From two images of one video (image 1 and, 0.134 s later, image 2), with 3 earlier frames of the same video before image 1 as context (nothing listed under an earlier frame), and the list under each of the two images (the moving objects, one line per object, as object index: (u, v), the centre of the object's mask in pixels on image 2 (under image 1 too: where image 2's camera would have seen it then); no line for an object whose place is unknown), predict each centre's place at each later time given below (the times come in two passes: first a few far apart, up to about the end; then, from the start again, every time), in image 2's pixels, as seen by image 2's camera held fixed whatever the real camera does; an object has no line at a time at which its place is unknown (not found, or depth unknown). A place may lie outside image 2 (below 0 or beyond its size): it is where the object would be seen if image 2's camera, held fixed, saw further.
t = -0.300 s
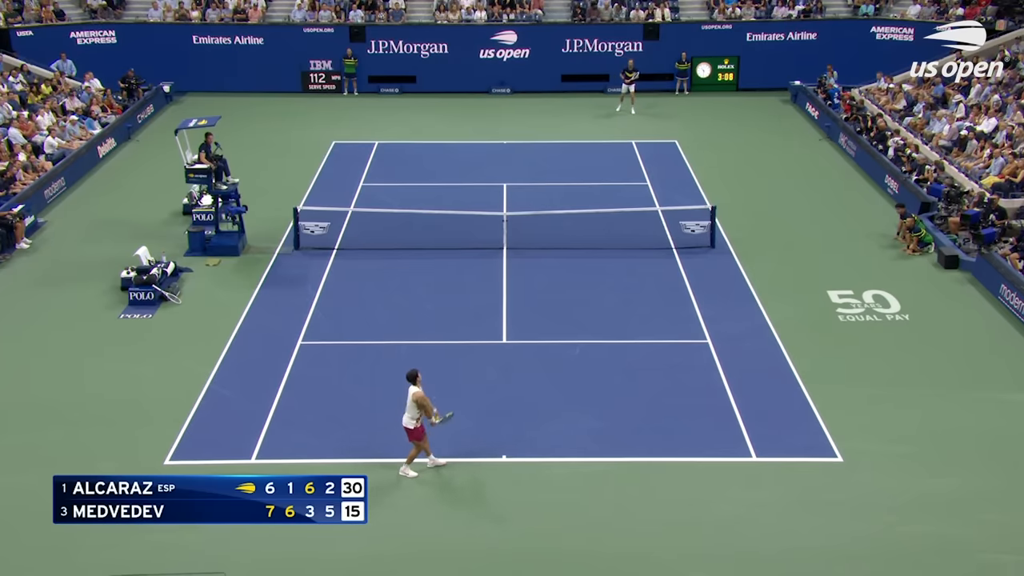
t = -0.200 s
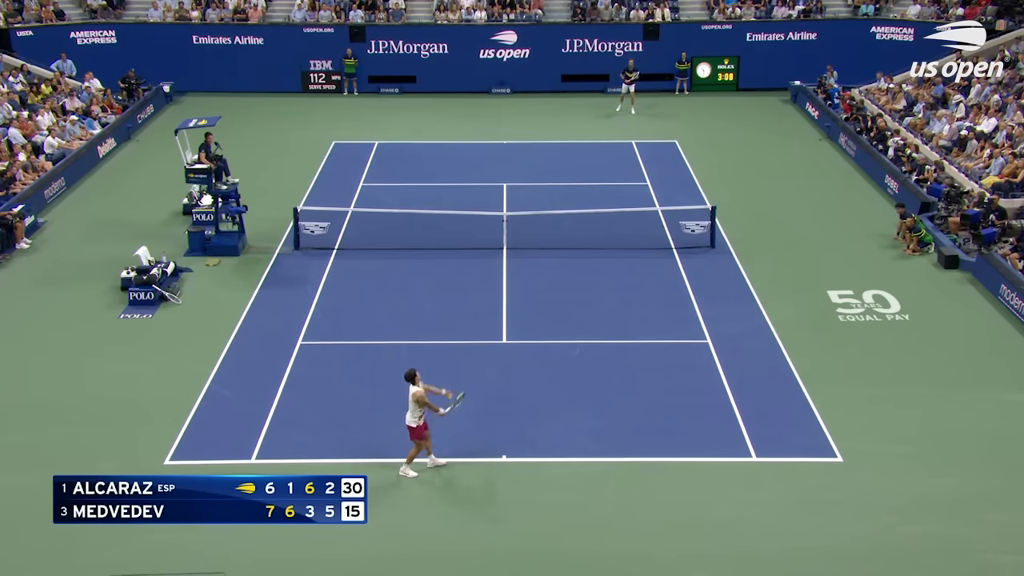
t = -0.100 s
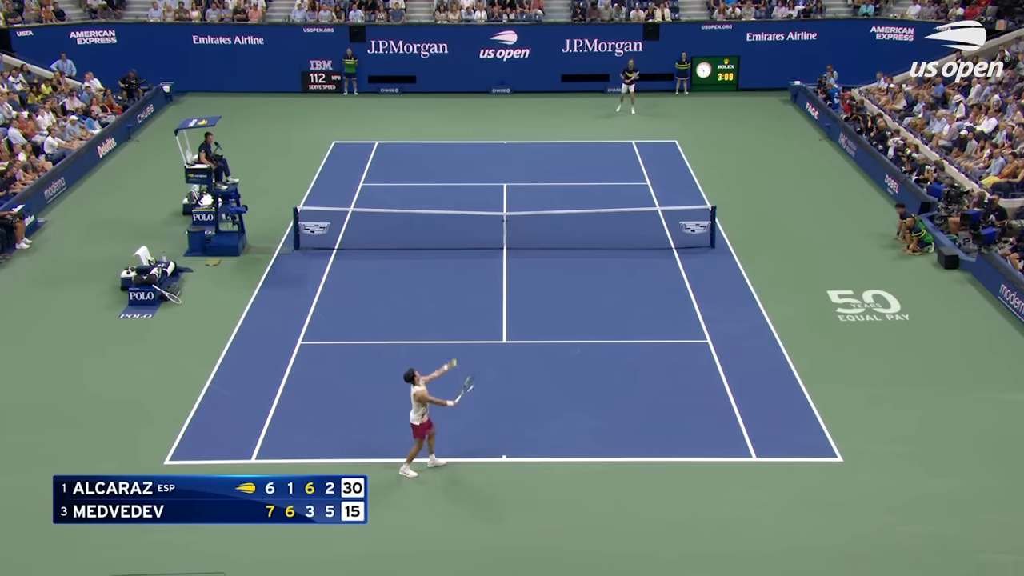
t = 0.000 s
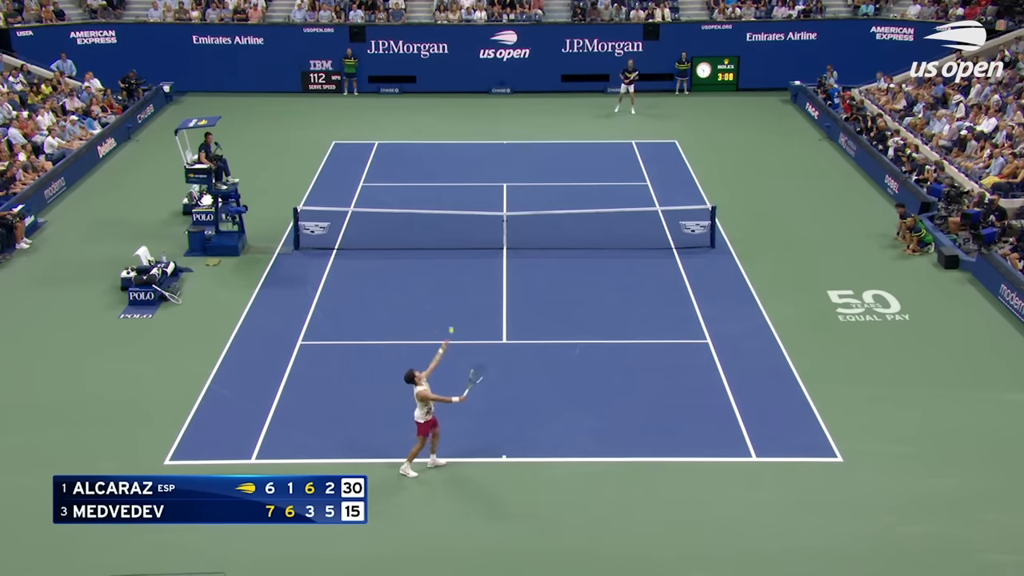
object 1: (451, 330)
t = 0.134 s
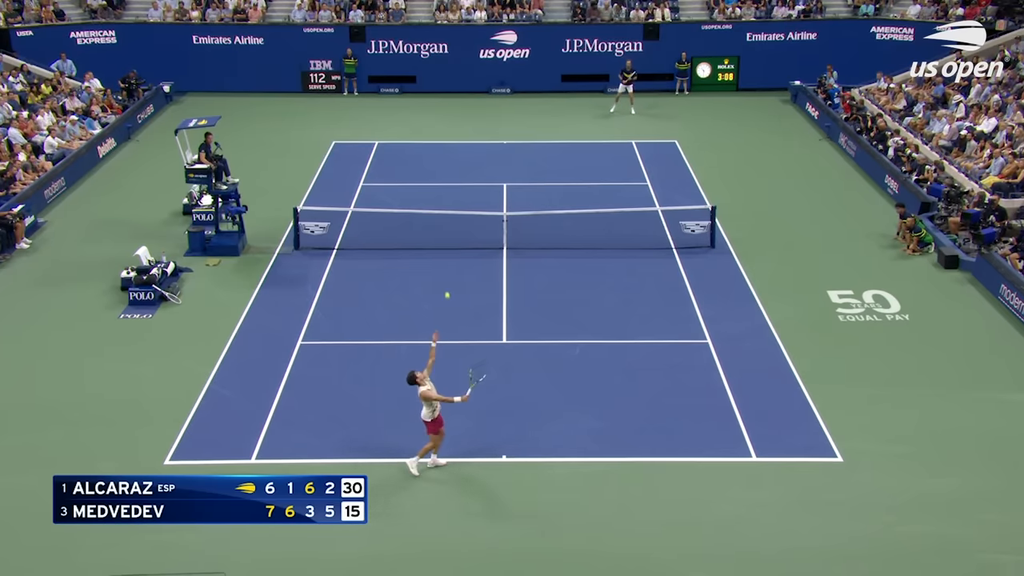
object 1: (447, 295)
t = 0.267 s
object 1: (444, 271)
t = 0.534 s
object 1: (437, 253)
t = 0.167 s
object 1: (446, 288)
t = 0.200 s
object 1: (446, 282)
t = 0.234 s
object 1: (445, 276)
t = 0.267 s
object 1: (444, 271)
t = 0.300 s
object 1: (443, 266)
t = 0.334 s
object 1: (442, 262)
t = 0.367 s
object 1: (441, 259)
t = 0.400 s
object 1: (440, 257)
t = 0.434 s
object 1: (439, 255)
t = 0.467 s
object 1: (438, 254)
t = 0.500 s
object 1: (438, 253)
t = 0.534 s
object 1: (437, 253)
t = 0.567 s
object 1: (437, 254)
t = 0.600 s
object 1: (436, 256)
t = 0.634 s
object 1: (435, 258)
